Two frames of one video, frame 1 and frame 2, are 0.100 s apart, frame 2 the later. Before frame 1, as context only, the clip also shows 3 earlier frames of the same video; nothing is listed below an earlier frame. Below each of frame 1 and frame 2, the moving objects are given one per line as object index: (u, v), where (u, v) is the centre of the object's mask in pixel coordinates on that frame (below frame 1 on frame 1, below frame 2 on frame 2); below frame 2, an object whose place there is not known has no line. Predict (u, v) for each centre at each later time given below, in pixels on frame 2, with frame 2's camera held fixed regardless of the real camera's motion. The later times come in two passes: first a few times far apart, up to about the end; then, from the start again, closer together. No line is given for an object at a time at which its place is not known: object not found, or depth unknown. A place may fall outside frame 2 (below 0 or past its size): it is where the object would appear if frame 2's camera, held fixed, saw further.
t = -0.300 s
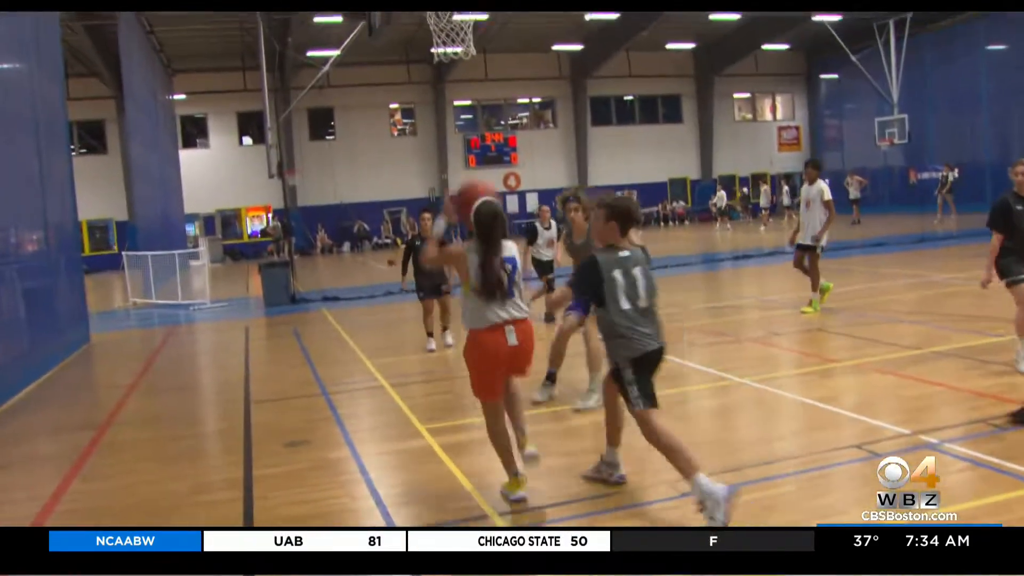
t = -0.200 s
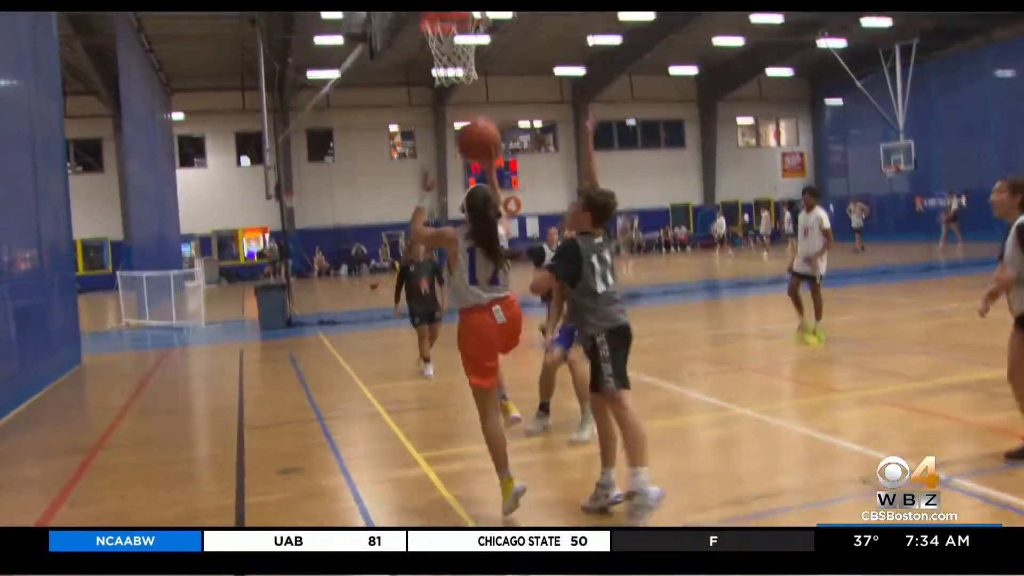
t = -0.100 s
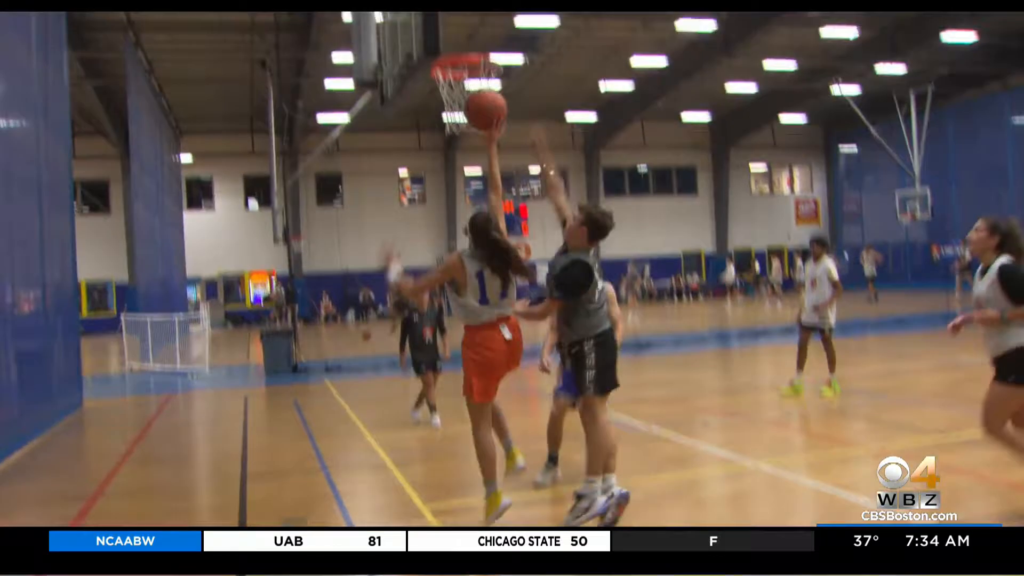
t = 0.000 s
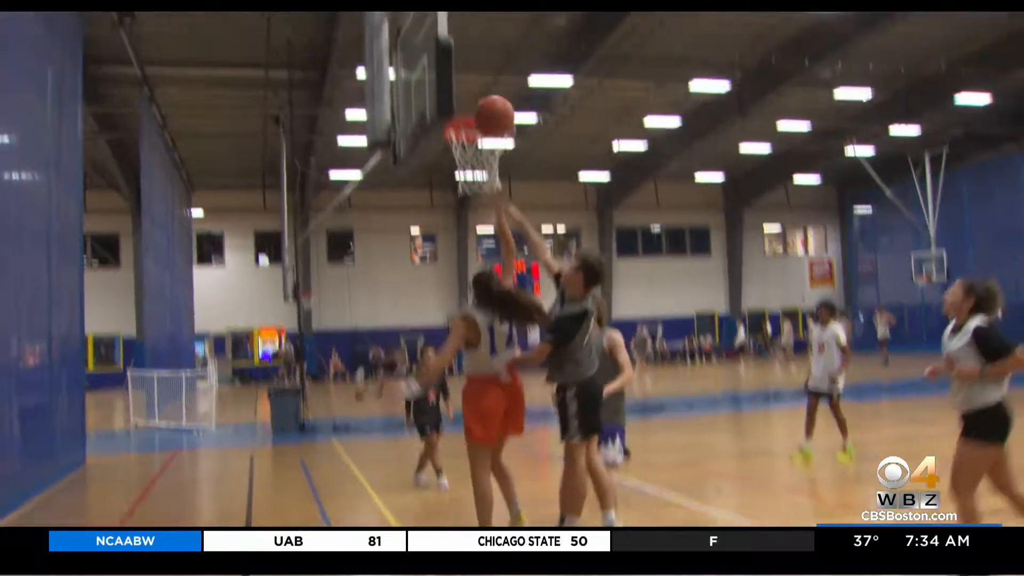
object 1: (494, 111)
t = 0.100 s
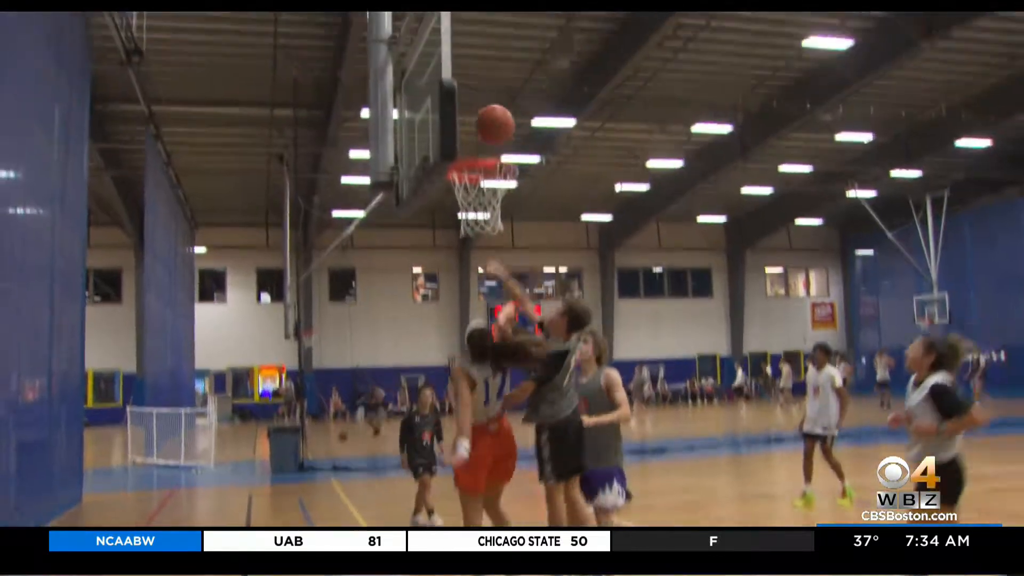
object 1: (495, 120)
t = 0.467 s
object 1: (489, 129)
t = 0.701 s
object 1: (487, 212)
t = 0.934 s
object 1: (475, 256)
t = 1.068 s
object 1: (468, 318)
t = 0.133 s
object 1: (494, 110)
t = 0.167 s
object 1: (493, 104)
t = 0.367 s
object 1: (489, 107)
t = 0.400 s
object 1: (490, 111)
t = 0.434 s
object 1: (489, 120)
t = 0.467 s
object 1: (489, 129)
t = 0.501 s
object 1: (489, 139)
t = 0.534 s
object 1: (490, 149)
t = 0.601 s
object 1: (491, 179)
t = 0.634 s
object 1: (490, 191)
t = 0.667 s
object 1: (489, 200)
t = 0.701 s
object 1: (487, 212)
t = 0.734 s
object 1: (485, 213)
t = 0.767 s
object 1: (482, 215)
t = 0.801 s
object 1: (481, 219)
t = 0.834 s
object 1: (480, 227)
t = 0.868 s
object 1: (478, 235)
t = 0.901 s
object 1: (476, 245)
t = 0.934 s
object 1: (475, 256)
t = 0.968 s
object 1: (472, 270)
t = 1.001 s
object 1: (471, 288)
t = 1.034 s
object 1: (469, 302)
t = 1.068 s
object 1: (468, 318)
